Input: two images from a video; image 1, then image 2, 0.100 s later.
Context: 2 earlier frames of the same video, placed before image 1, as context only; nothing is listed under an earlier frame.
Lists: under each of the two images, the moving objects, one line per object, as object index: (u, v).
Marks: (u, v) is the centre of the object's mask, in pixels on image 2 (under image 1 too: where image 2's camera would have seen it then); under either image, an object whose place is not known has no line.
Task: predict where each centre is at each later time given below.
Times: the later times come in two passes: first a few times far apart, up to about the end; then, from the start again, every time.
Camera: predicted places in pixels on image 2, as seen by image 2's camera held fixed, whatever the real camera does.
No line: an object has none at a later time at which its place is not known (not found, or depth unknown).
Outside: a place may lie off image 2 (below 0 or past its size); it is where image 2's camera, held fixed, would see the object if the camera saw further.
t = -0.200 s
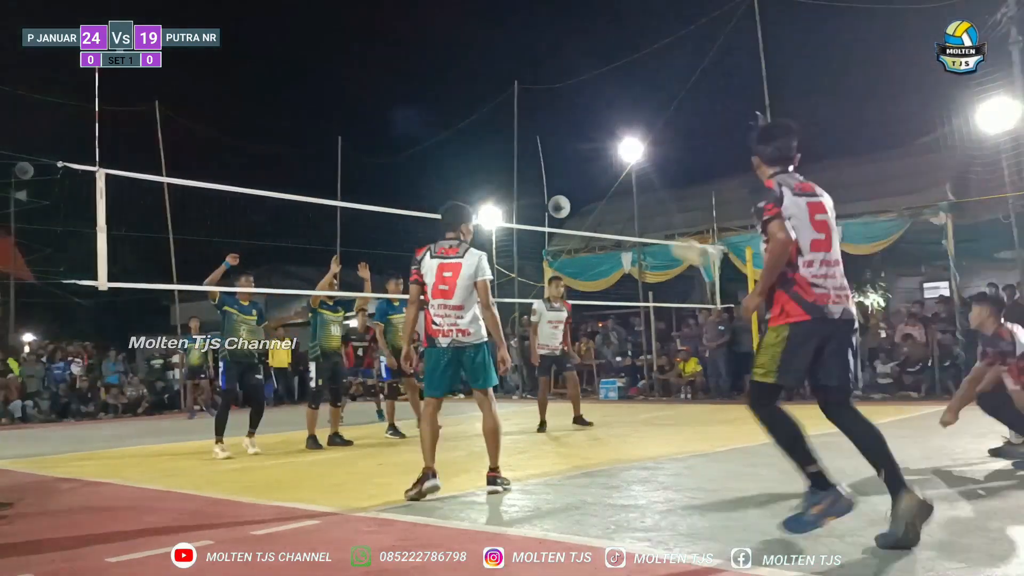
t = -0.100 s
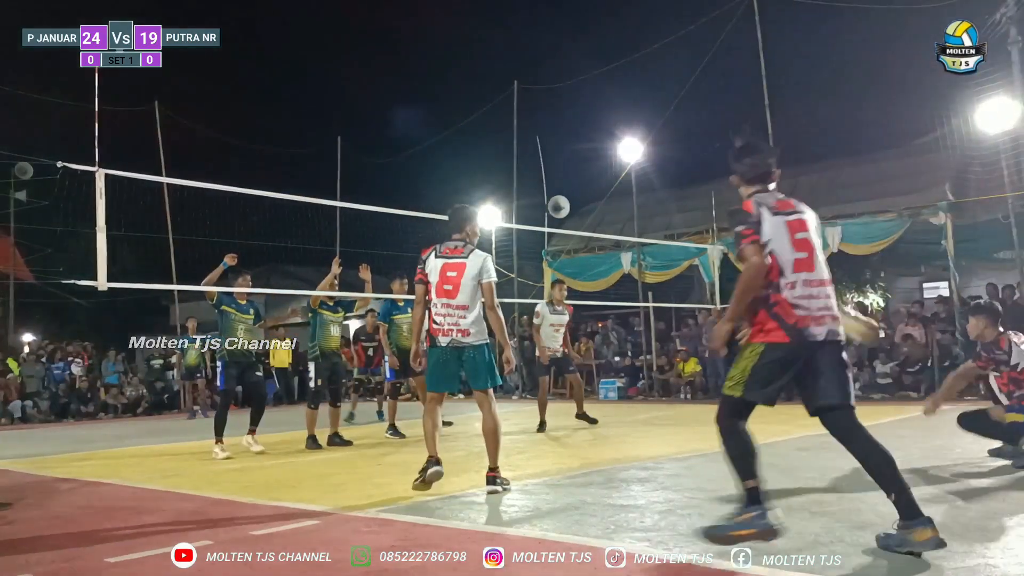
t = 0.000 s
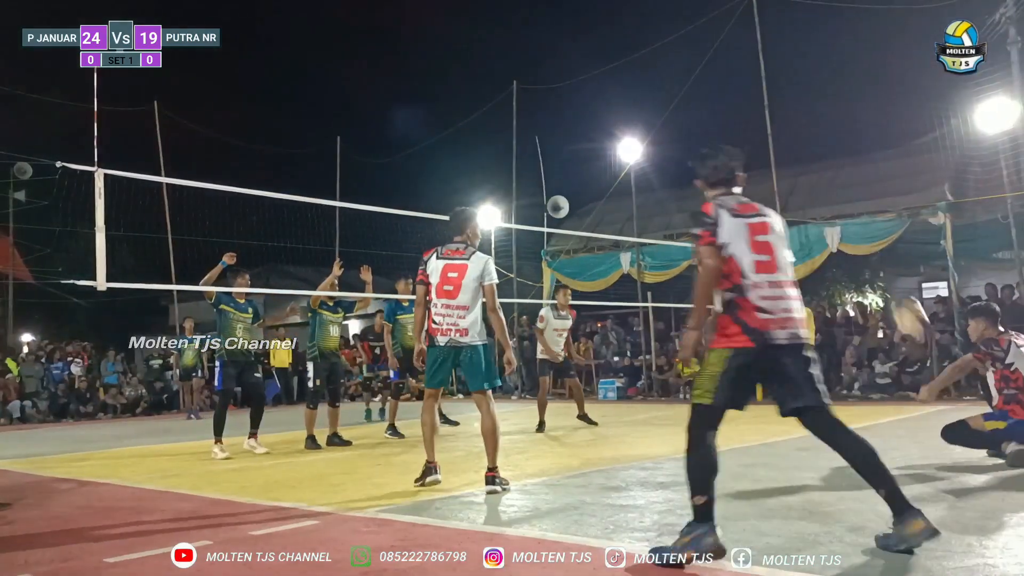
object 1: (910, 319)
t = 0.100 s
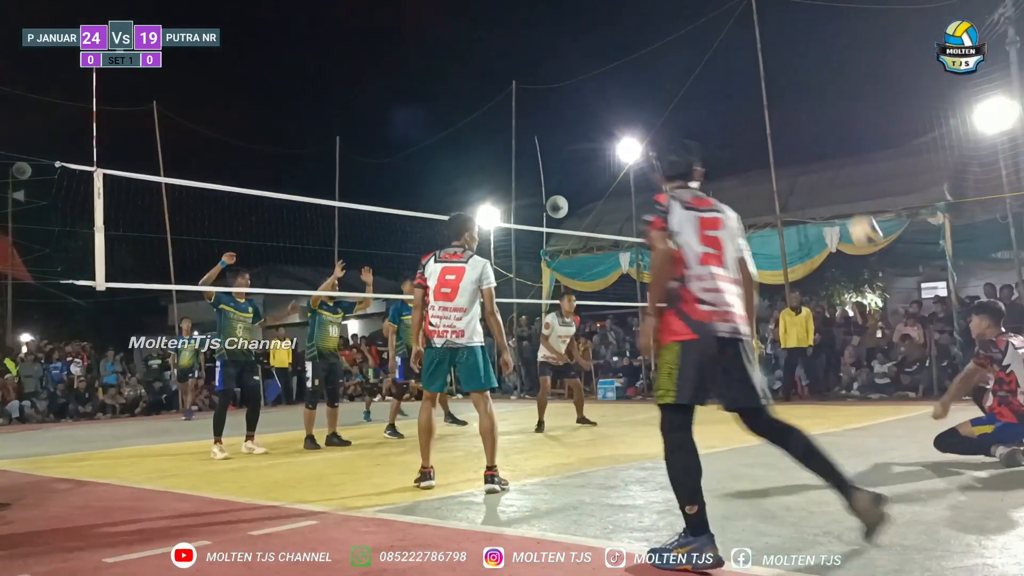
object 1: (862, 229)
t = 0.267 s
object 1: (800, 133)
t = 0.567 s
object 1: (711, 56)
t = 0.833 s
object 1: (649, 72)
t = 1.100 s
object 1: (599, 152)
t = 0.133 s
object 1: (850, 206)
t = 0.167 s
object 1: (837, 187)
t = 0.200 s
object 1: (825, 168)
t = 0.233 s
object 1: (811, 149)
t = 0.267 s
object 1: (800, 133)
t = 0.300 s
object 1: (789, 119)
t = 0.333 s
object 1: (778, 105)
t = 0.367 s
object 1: (767, 95)
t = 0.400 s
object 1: (757, 84)
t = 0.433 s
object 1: (747, 76)
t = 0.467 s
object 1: (738, 69)
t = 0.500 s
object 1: (728, 64)
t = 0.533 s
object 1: (719, 59)
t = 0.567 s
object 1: (711, 56)
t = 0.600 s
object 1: (702, 54)
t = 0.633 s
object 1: (694, 53)
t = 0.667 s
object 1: (686, 54)
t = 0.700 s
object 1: (678, 55)
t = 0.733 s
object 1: (670, 58)
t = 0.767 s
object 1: (663, 62)
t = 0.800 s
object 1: (656, 66)
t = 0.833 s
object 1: (649, 72)
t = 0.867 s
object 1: (642, 80)
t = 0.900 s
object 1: (636, 86)
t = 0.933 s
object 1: (629, 95)
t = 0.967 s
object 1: (623, 105)
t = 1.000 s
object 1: (617, 115)
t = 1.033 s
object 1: (611, 126)
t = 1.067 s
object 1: (604, 139)
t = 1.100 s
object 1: (599, 152)
